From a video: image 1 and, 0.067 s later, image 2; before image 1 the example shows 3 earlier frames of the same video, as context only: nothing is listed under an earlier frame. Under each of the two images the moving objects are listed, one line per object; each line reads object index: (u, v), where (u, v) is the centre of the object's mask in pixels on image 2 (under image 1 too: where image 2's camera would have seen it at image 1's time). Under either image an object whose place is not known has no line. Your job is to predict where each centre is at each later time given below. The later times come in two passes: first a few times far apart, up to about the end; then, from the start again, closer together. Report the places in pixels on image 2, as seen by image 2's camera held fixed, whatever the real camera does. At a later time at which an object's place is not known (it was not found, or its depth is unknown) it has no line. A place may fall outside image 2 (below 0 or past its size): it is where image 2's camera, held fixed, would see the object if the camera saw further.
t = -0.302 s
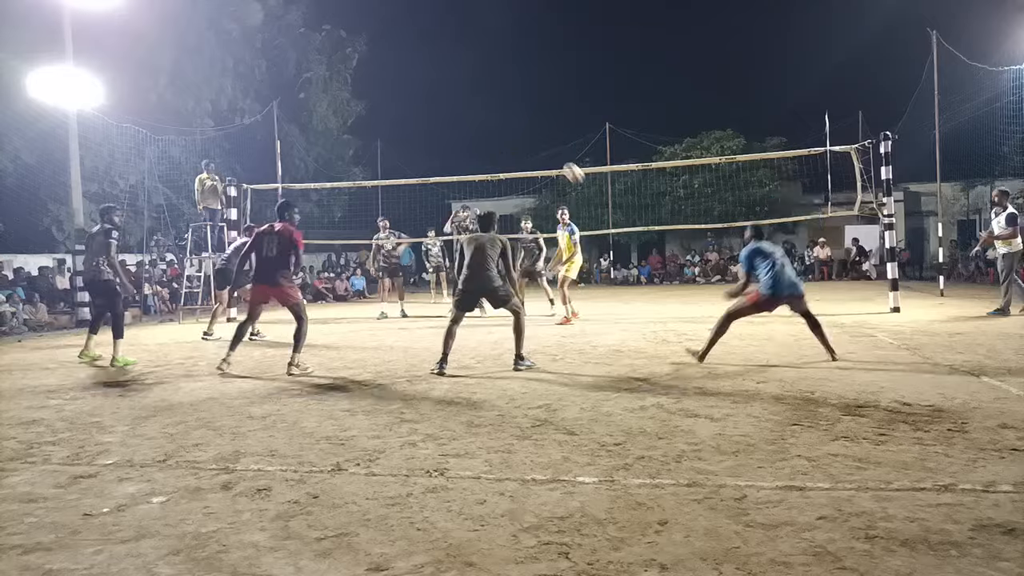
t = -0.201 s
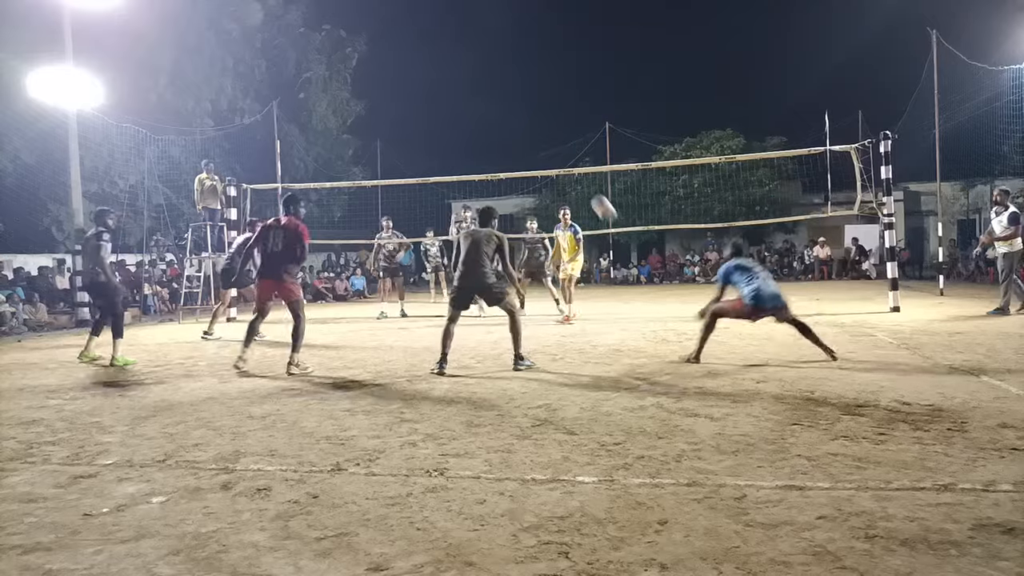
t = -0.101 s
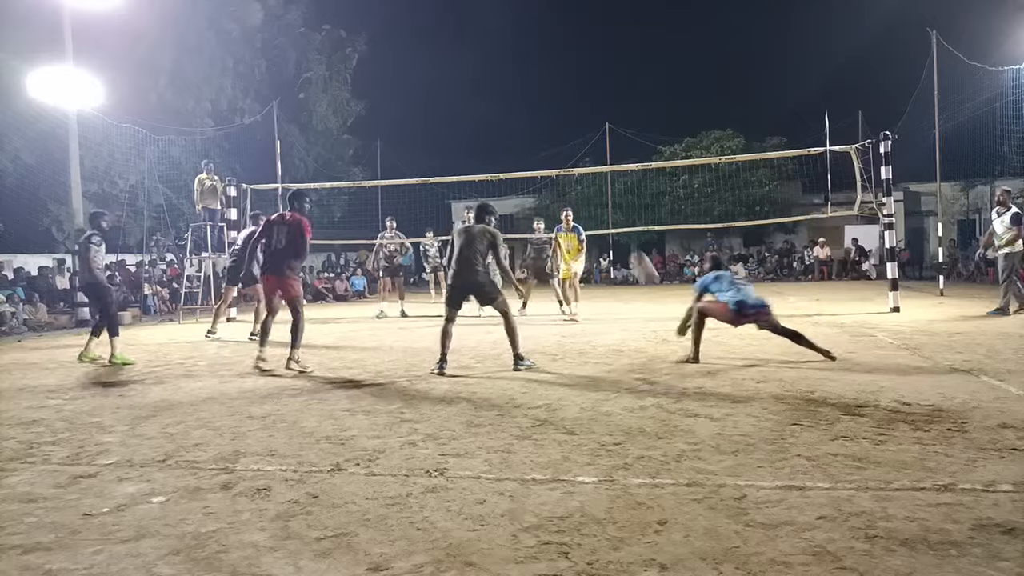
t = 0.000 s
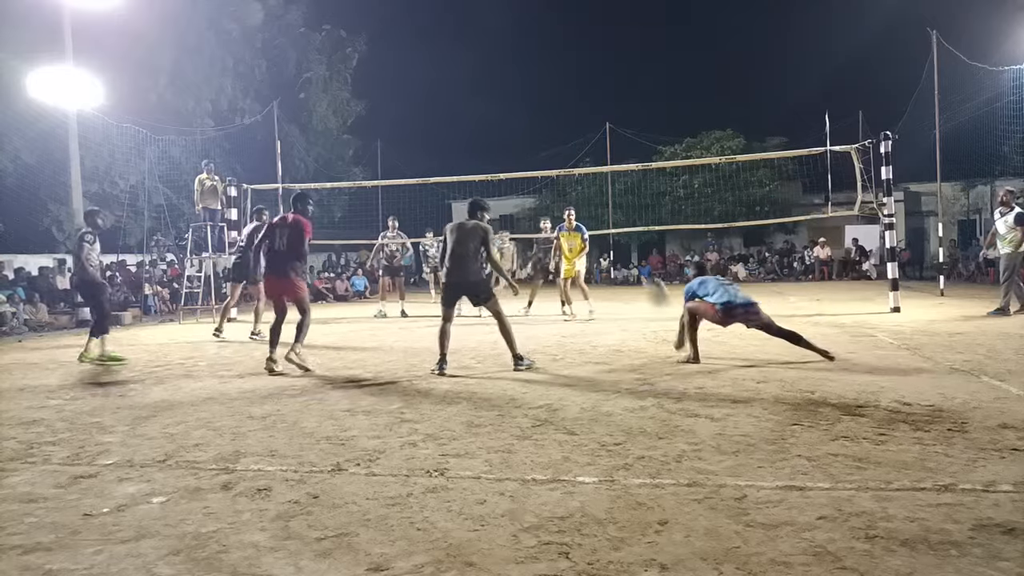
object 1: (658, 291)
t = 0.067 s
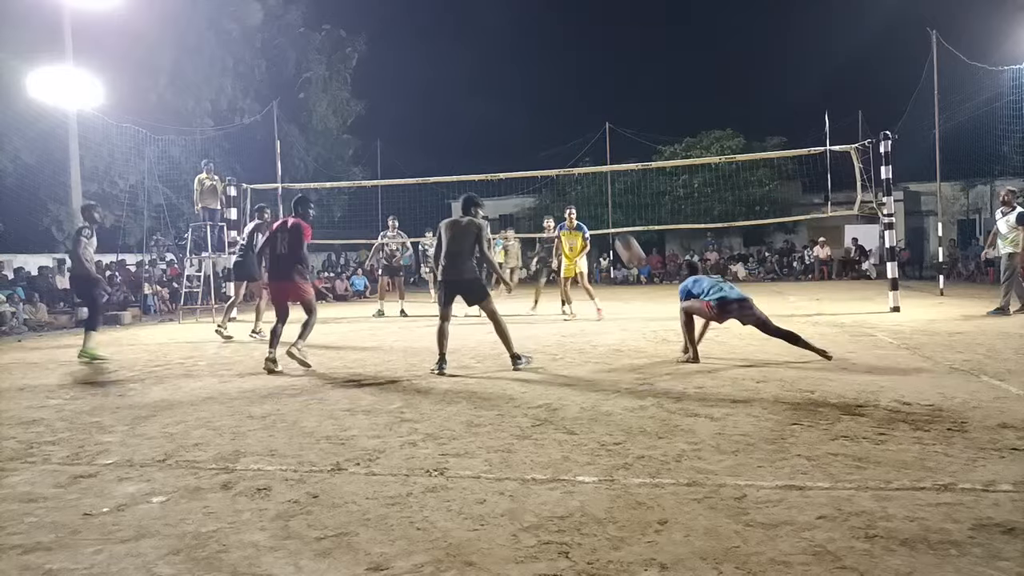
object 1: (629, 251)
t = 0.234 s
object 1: (565, 165)
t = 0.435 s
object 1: (497, 102)
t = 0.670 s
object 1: (425, 77)
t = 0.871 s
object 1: (367, 94)
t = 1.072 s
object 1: (316, 142)
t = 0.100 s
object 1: (617, 232)
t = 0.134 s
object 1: (603, 213)
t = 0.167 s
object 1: (590, 195)
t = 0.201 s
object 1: (580, 183)
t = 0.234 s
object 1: (565, 165)
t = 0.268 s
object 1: (554, 153)
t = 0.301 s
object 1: (542, 140)
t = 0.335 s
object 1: (531, 129)
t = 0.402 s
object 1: (508, 110)
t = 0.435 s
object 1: (497, 102)
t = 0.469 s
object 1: (486, 95)
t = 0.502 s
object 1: (476, 90)
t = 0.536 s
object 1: (465, 85)
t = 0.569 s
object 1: (454, 81)
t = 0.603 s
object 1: (444, 79)
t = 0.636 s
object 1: (434, 77)
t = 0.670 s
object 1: (425, 77)
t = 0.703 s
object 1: (414, 77)
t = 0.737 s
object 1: (405, 79)
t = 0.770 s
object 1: (395, 81)
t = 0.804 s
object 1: (386, 84)
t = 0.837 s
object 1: (377, 89)
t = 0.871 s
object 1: (367, 94)
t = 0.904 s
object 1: (358, 100)
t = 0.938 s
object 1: (349, 107)
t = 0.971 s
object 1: (341, 115)
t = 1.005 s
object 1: (333, 123)
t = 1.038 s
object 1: (324, 132)
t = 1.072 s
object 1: (316, 142)
